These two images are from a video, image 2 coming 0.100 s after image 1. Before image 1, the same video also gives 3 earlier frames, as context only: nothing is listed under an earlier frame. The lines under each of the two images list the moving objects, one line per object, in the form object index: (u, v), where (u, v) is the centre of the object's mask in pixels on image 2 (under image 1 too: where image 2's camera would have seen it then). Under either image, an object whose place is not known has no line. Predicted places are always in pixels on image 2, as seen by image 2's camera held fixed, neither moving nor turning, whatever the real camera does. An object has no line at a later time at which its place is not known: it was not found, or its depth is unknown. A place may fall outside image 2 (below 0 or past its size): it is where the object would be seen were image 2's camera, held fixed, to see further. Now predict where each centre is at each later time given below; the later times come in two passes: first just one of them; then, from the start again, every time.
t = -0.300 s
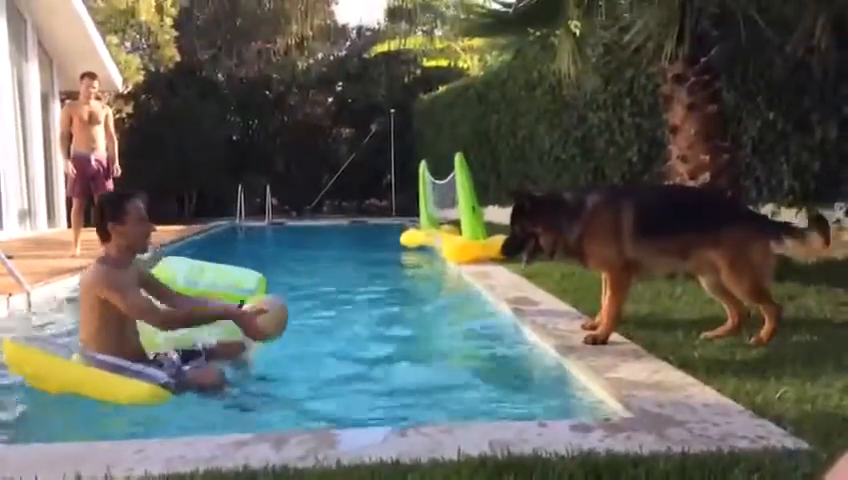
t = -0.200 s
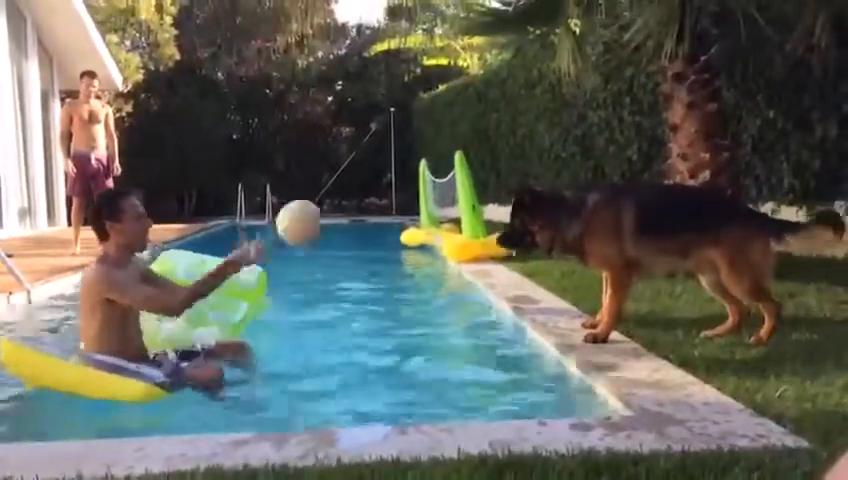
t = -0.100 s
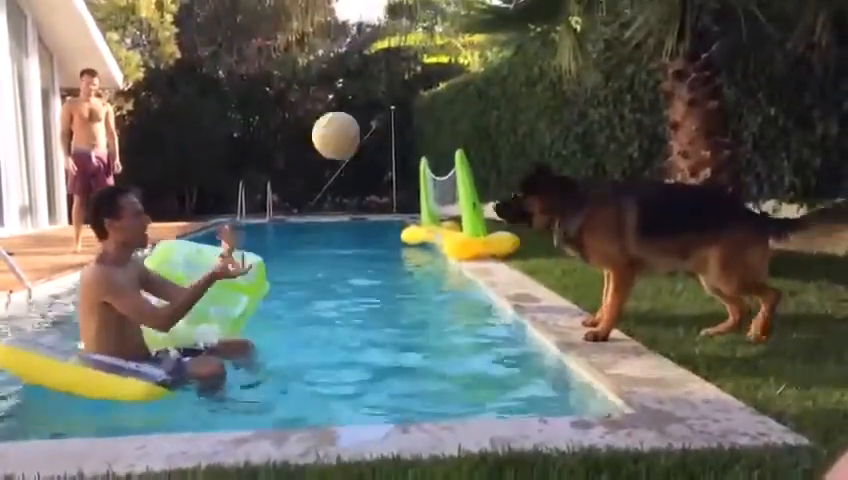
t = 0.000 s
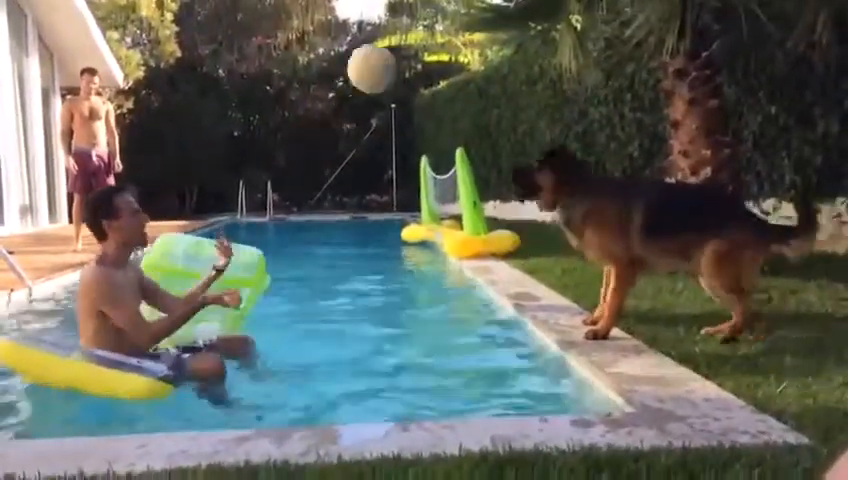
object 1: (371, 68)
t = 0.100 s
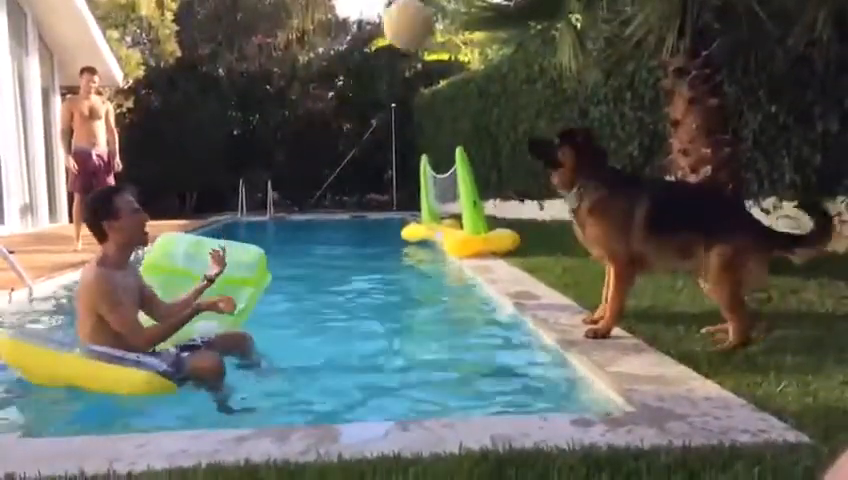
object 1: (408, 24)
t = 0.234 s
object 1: (454, 11)
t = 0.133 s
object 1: (419, 17)
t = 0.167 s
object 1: (430, 15)
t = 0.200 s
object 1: (441, 13)
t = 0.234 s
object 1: (454, 11)
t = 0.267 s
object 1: (463, 14)
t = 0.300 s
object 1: (475, 14)
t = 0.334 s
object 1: (489, 16)
